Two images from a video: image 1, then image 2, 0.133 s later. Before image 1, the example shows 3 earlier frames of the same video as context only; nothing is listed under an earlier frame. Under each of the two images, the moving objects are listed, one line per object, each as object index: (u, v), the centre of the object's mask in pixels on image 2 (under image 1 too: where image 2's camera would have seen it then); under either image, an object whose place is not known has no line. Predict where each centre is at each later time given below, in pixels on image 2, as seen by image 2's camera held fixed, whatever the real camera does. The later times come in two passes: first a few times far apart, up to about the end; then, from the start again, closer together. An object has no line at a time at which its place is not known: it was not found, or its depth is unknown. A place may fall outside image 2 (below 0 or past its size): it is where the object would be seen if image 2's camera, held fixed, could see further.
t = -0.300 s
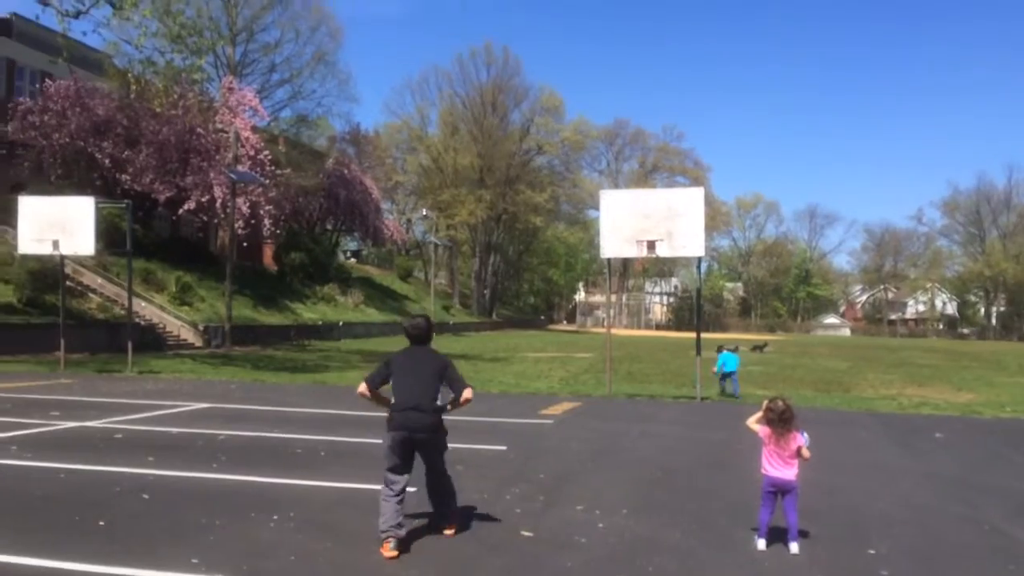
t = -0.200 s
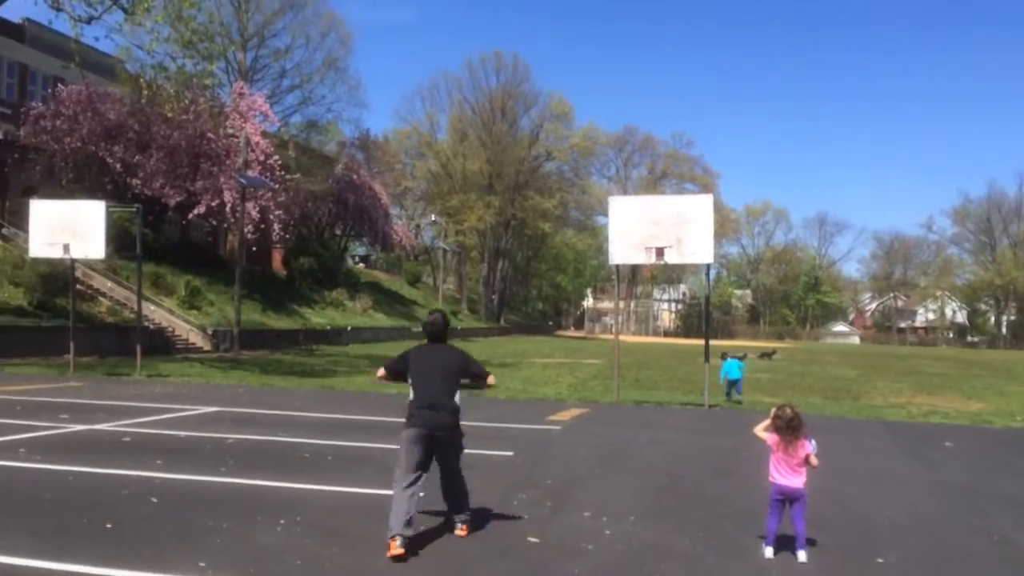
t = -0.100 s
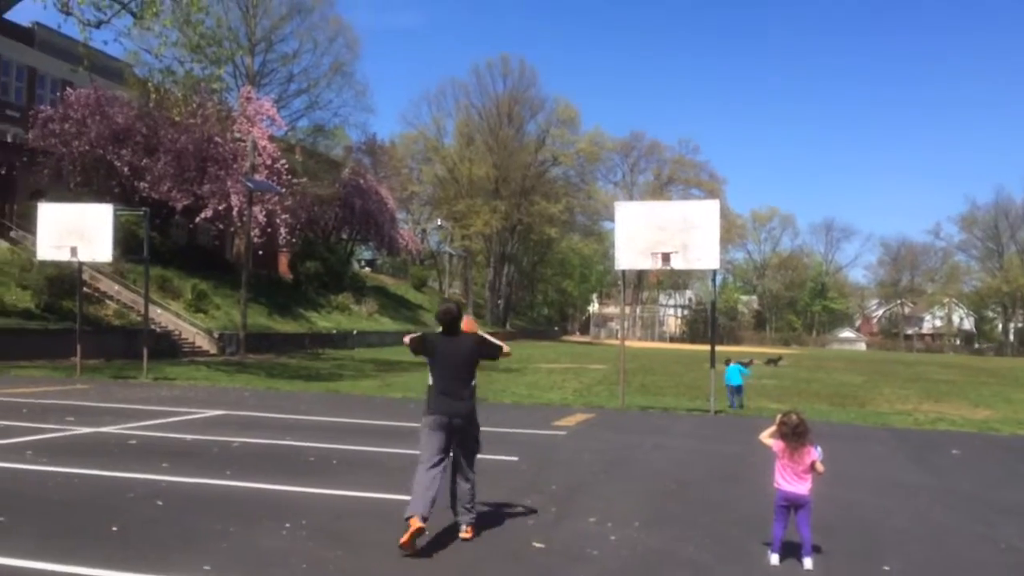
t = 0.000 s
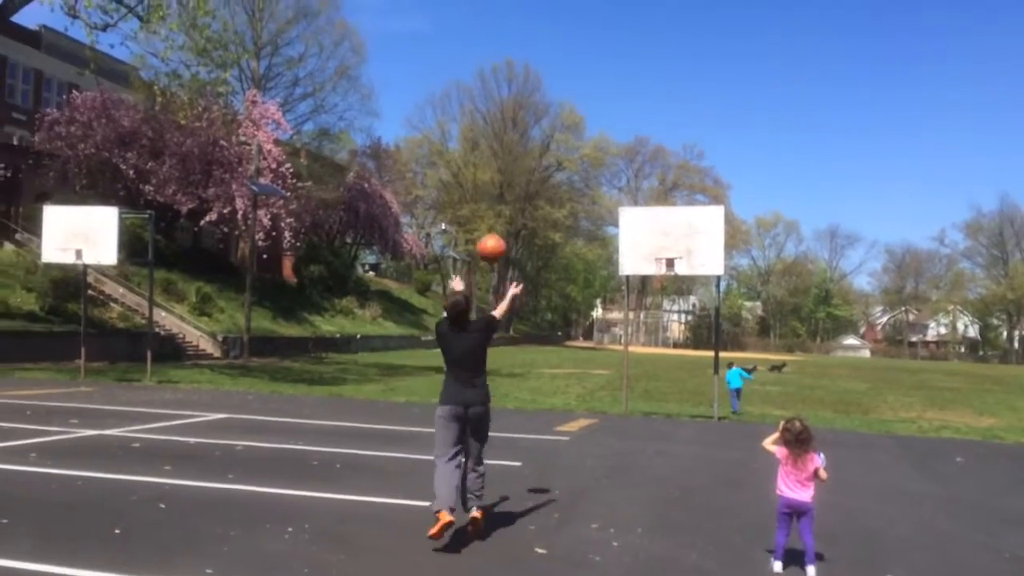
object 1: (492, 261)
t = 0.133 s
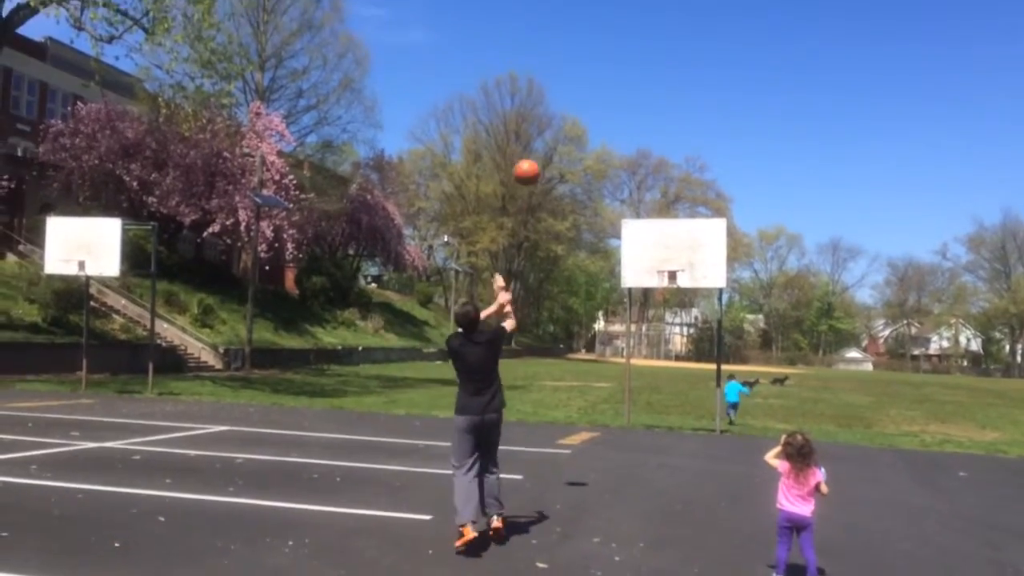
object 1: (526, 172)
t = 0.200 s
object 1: (540, 141)
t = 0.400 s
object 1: (575, 88)
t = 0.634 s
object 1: (601, 79)
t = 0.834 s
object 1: (616, 105)
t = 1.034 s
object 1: (626, 154)
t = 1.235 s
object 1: (635, 220)
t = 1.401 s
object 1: (639, 285)
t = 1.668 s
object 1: (648, 407)
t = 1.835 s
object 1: (652, 386)
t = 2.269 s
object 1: (658, 299)
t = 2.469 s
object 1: (659, 295)
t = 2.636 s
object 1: (659, 303)
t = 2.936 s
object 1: (657, 353)
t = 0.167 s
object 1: (534, 156)
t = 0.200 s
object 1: (540, 141)
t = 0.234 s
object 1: (546, 128)
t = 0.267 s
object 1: (553, 118)
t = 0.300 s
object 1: (559, 108)
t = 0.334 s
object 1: (565, 99)
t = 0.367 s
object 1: (570, 92)
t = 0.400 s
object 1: (575, 88)
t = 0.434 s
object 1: (580, 83)
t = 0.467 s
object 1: (584, 80)
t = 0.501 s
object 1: (588, 78)
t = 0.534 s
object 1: (591, 77)
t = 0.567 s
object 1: (594, 77)
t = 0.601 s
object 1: (598, 78)
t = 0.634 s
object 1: (601, 79)
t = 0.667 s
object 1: (604, 82)
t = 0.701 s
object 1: (607, 85)
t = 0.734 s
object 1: (610, 89)
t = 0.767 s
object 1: (612, 94)
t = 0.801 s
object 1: (614, 100)
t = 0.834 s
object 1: (616, 105)
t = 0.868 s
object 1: (617, 112)
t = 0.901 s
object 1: (619, 119)
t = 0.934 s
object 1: (621, 127)
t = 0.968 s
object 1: (623, 135)
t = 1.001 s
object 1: (624, 144)
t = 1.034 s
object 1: (626, 154)
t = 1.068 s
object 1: (627, 164)
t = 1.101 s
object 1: (630, 174)
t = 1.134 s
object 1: (631, 184)
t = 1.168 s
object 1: (632, 196)
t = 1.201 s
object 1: (634, 207)
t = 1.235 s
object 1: (635, 220)
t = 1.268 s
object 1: (636, 233)
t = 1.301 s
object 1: (637, 246)
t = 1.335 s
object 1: (638, 259)
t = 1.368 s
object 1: (639, 273)
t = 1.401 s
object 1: (639, 285)
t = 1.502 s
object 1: (644, 329)
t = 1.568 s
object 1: (646, 359)
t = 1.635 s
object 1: (647, 392)
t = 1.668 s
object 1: (648, 407)
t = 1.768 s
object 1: (650, 411)
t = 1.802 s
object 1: (650, 398)
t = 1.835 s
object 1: (652, 386)
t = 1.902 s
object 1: (652, 366)
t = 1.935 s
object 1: (653, 356)
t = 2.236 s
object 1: (657, 301)
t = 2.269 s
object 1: (658, 299)
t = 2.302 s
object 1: (659, 298)
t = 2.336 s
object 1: (659, 297)
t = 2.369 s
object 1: (659, 296)
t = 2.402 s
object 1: (659, 295)
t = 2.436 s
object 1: (659, 295)
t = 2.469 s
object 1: (659, 295)
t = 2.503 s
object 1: (659, 296)
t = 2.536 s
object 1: (659, 297)
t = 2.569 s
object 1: (659, 298)
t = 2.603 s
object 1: (659, 301)
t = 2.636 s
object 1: (659, 303)
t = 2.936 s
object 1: (657, 353)
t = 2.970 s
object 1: (658, 362)
